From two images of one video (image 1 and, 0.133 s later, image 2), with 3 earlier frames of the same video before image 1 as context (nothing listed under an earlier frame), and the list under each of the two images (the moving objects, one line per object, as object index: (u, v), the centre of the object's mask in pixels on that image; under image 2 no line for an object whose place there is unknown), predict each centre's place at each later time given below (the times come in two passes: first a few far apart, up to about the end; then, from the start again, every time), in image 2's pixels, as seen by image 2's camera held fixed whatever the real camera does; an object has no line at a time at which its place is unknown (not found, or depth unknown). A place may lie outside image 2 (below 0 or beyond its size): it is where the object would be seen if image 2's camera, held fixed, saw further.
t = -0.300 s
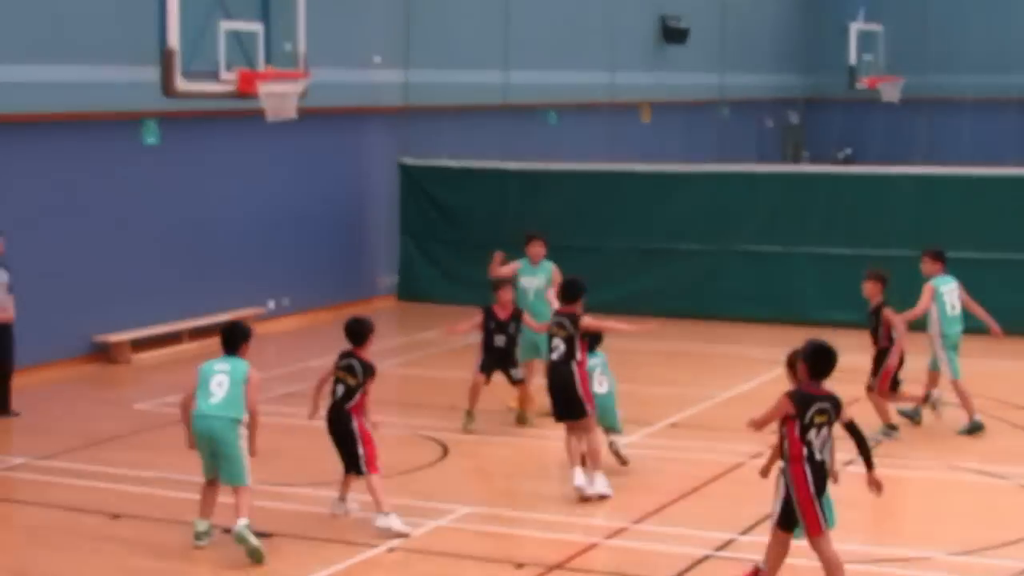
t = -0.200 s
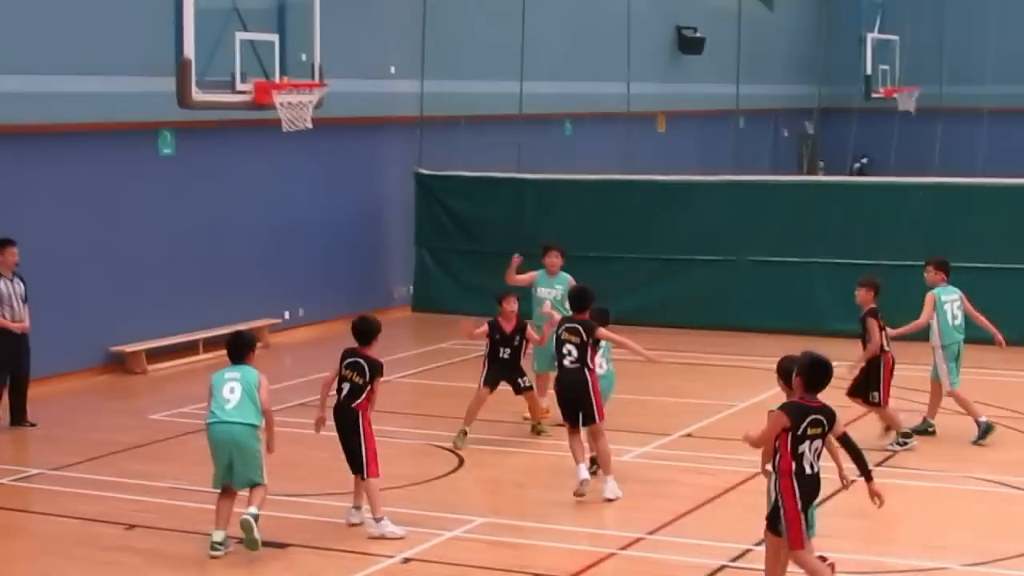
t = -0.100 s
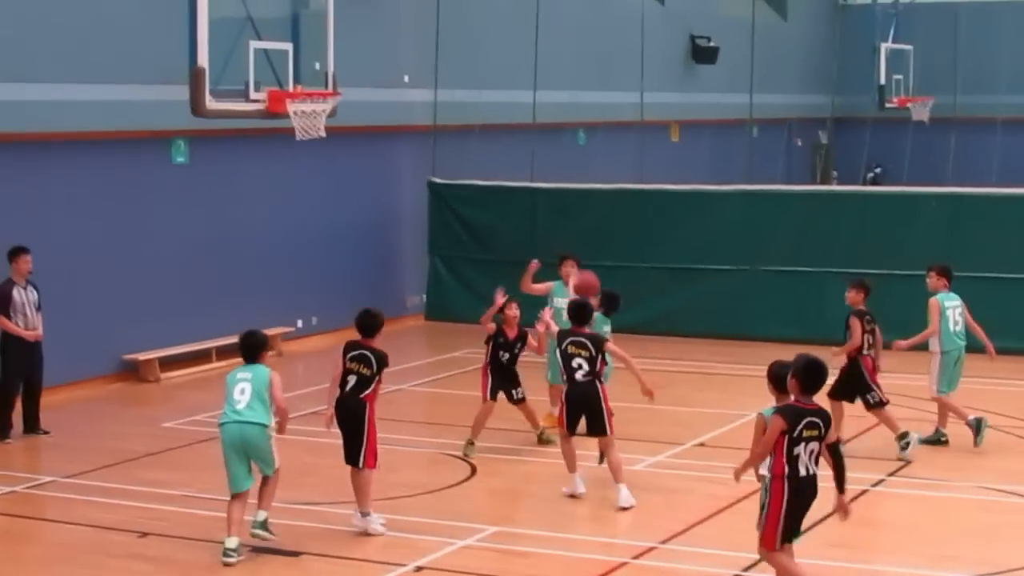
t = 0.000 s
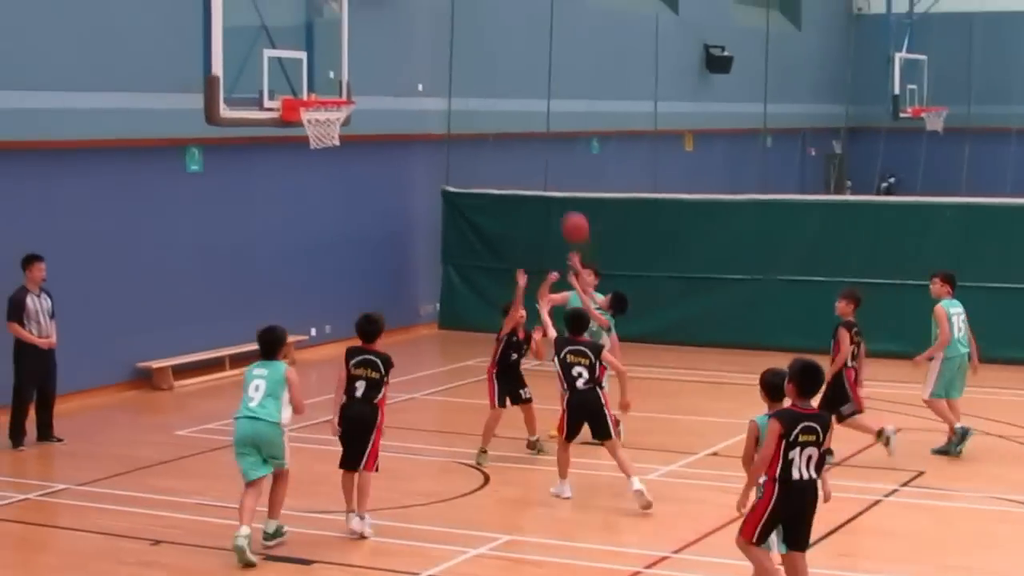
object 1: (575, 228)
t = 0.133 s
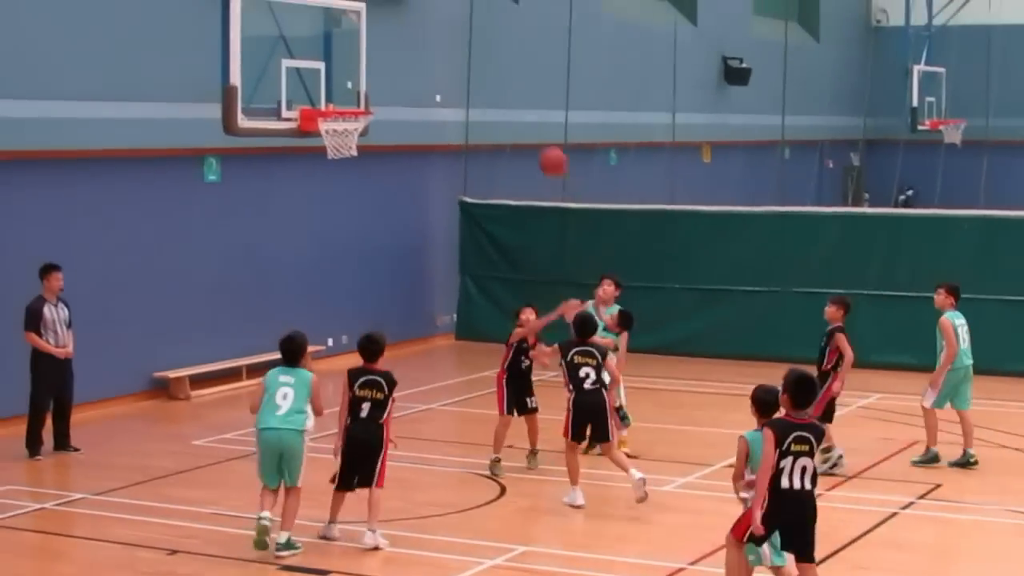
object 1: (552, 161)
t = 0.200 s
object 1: (534, 133)
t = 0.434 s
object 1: (466, 69)
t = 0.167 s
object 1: (545, 147)
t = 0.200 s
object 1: (534, 133)
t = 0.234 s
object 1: (524, 119)
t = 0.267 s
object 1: (515, 107)
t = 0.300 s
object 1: (505, 97)
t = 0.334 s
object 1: (495, 88)
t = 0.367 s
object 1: (486, 80)
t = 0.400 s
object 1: (477, 74)
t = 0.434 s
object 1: (466, 69)
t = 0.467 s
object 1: (456, 64)
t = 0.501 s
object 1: (446, 63)
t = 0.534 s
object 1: (437, 61)
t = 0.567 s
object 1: (426, 62)
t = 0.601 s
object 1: (417, 63)
